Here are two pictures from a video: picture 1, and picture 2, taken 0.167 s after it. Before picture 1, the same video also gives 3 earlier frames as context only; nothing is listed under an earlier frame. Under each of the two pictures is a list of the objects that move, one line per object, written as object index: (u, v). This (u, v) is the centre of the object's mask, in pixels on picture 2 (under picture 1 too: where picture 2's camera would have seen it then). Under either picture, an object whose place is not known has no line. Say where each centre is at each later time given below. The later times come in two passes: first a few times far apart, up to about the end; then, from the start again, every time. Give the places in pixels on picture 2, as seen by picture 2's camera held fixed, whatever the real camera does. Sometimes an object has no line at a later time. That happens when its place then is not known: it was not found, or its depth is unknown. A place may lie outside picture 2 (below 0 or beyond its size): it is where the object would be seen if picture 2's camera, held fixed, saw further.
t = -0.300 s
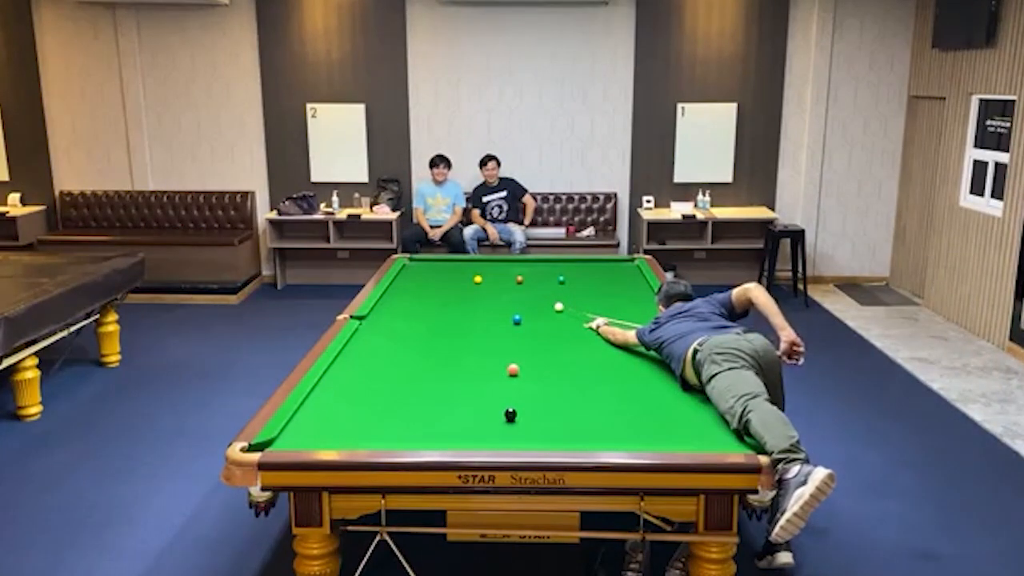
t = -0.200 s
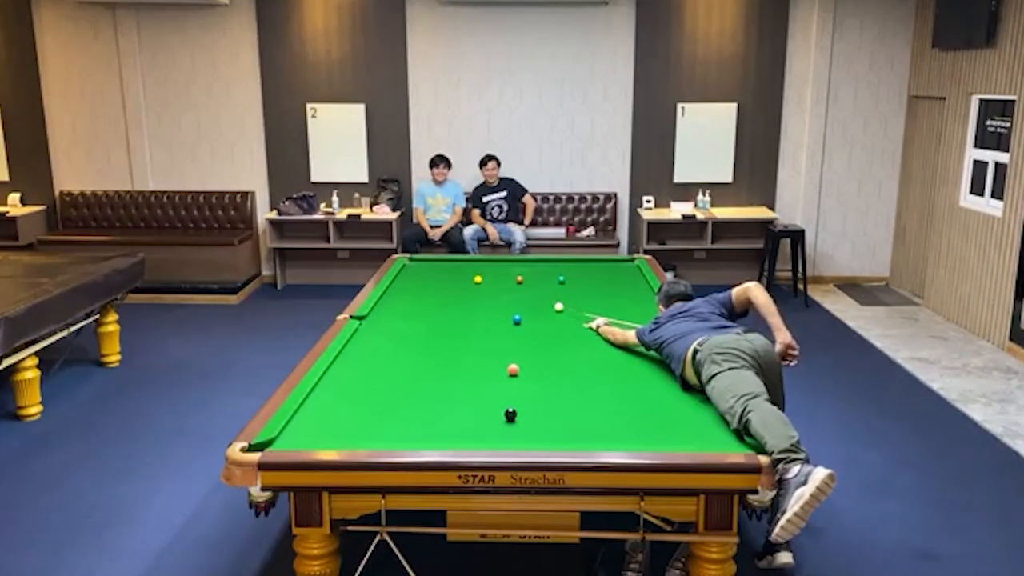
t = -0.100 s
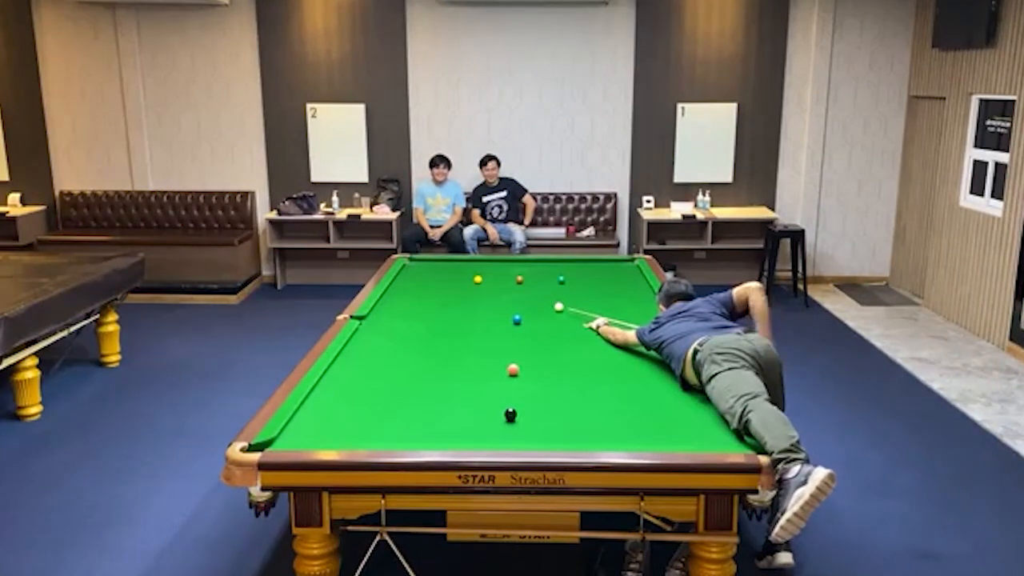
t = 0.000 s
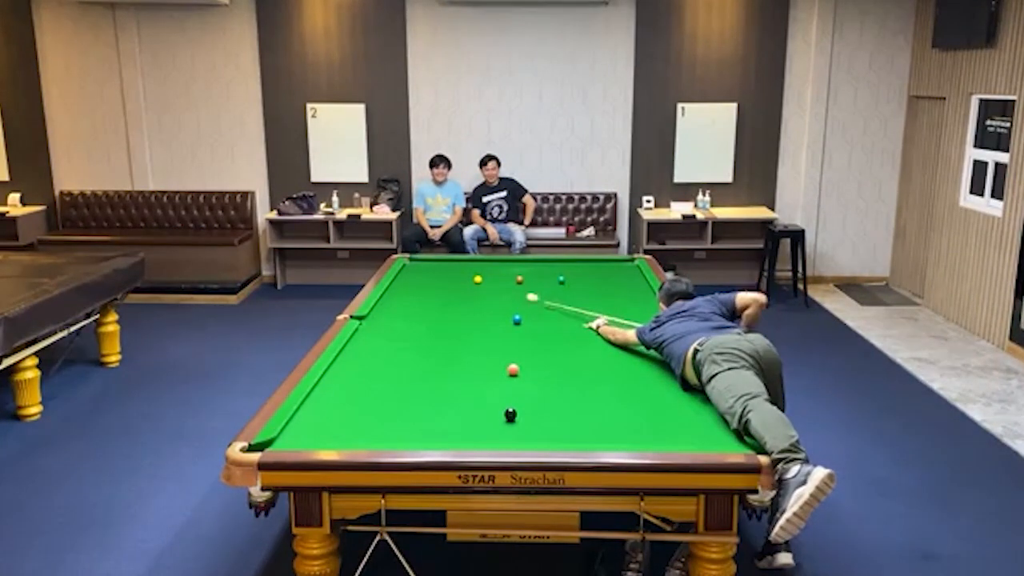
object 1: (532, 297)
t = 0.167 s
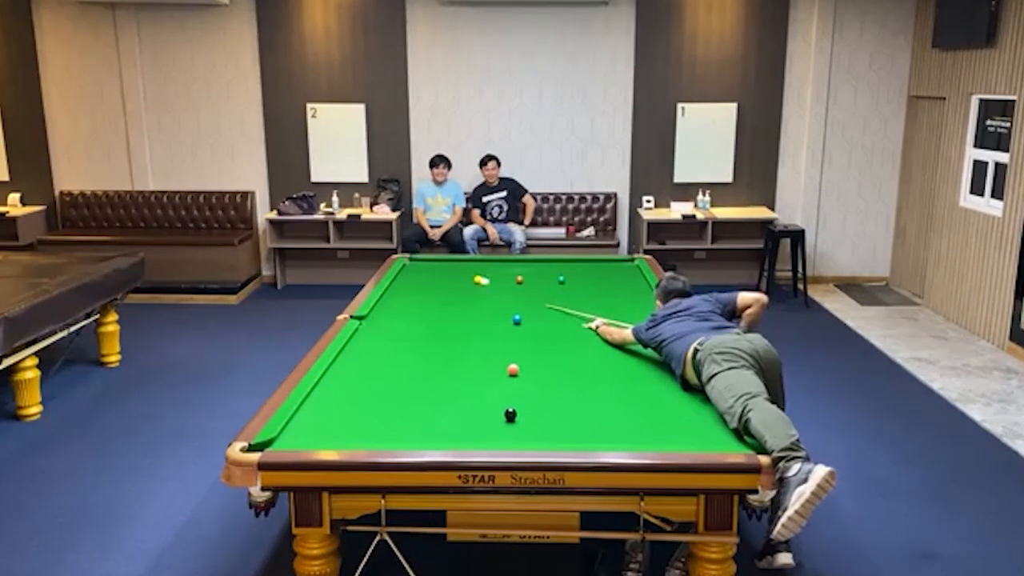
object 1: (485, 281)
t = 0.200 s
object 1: (482, 280)
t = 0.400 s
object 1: (480, 278)
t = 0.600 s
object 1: (471, 274)
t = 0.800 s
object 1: (460, 269)
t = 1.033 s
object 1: (448, 264)
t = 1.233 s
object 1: (439, 260)
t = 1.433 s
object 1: (428, 261)
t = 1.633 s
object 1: (416, 263)
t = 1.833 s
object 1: (406, 266)
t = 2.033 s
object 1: (410, 268)
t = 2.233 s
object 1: (415, 270)
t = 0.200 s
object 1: (482, 280)
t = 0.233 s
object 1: (482, 280)
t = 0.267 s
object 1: (482, 280)
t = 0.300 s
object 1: (482, 279)
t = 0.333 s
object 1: (481, 279)
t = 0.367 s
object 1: (481, 279)
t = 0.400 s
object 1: (480, 278)
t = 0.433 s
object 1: (479, 278)
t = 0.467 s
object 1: (478, 277)
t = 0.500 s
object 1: (476, 276)
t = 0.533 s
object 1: (475, 276)
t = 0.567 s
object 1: (473, 274)
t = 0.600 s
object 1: (471, 274)
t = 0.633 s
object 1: (469, 273)
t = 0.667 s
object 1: (467, 272)
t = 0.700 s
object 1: (466, 272)
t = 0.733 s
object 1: (464, 271)
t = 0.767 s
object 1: (462, 270)
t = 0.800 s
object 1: (460, 269)
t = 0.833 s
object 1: (459, 268)
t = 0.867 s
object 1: (457, 268)
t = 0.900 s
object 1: (455, 267)
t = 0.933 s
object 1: (453, 266)
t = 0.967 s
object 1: (452, 265)
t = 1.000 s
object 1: (450, 265)
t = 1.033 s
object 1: (448, 264)
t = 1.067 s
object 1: (447, 263)
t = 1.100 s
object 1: (445, 263)
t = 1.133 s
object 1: (444, 262)
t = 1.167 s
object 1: (442, 262)
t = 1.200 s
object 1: (441, 261)
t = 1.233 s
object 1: (439, 260)
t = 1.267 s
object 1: (438, 260)
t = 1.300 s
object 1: (436, 260)
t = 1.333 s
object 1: (434, 260)
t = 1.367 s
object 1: (432, 261)
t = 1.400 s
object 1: (430, 261)
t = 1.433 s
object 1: (428, 261)
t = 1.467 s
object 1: (426, 262)
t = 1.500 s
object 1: (424, 262)
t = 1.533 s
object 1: (422, 262)
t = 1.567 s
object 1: (420, 263)
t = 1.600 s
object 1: (418, 263)
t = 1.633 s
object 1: (416, 263)
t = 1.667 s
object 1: (414, 264)
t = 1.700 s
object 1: (412, 264)
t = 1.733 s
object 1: (410, 265)
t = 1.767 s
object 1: (408, 265)
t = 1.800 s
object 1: (406, 266)
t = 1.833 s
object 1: (406, 266)
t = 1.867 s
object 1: (406, 266)
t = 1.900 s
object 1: (407, 267)
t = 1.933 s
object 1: (408, 267)
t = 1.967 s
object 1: (408, 267)
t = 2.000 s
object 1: (409, 268)
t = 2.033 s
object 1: (410, 268)
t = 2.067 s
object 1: (410, 268)
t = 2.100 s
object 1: (411, 269)
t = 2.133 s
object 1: (412, 269)
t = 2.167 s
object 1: (413, 270)
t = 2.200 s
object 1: (414, 270)
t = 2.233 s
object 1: (415, 270)
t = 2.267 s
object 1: (416, 271)
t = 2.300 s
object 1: (416, 271)
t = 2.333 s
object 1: (417, 272)
